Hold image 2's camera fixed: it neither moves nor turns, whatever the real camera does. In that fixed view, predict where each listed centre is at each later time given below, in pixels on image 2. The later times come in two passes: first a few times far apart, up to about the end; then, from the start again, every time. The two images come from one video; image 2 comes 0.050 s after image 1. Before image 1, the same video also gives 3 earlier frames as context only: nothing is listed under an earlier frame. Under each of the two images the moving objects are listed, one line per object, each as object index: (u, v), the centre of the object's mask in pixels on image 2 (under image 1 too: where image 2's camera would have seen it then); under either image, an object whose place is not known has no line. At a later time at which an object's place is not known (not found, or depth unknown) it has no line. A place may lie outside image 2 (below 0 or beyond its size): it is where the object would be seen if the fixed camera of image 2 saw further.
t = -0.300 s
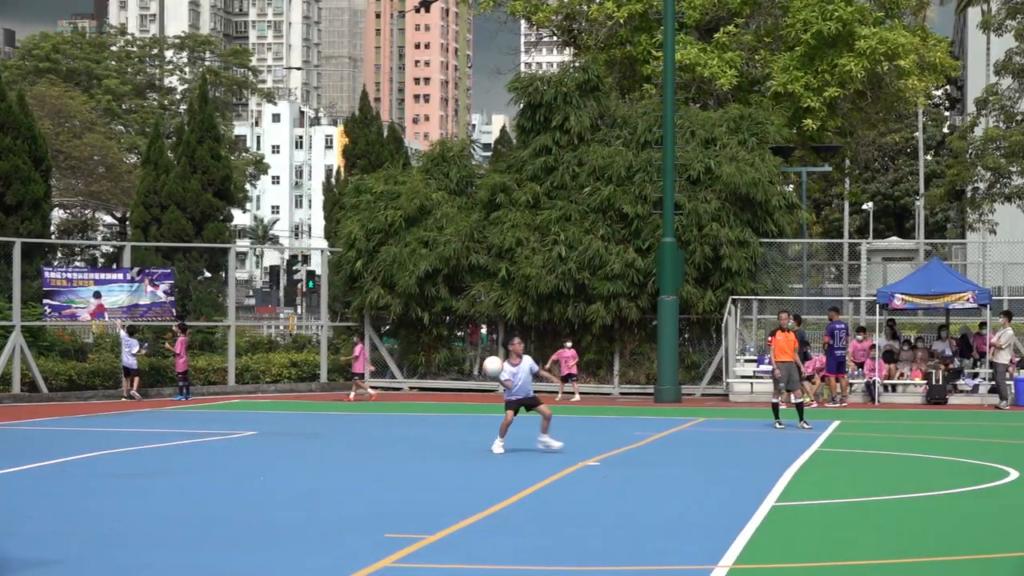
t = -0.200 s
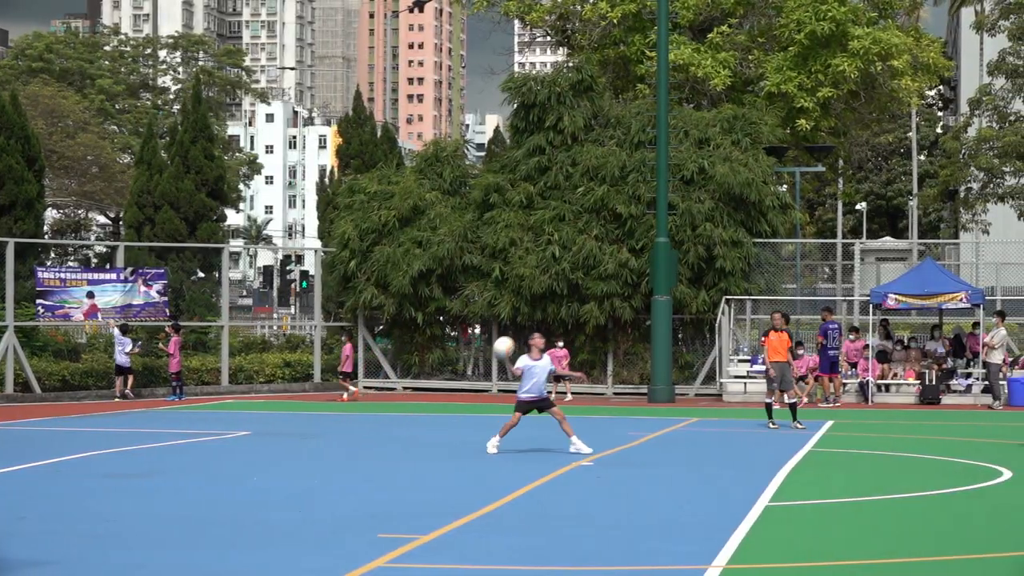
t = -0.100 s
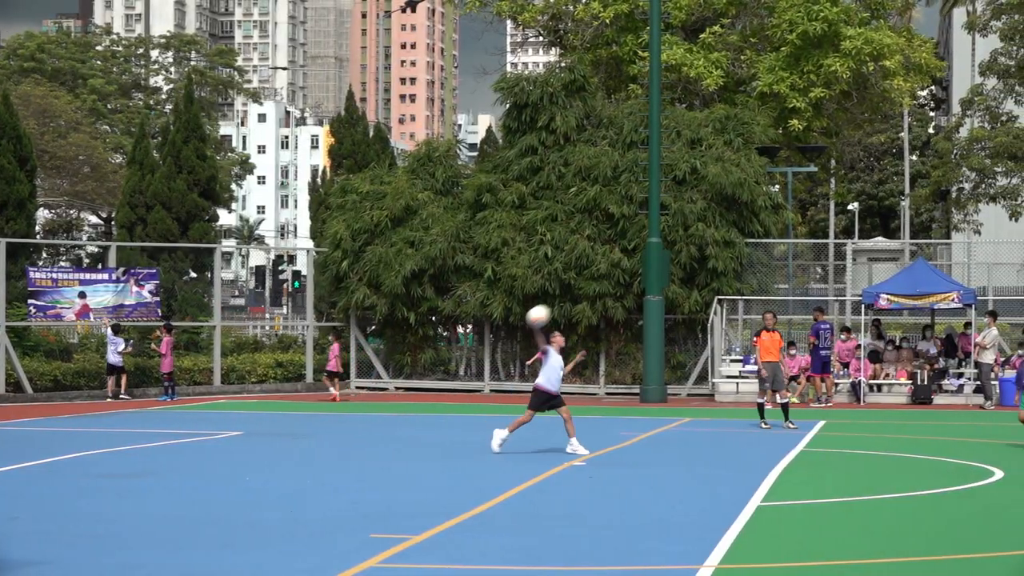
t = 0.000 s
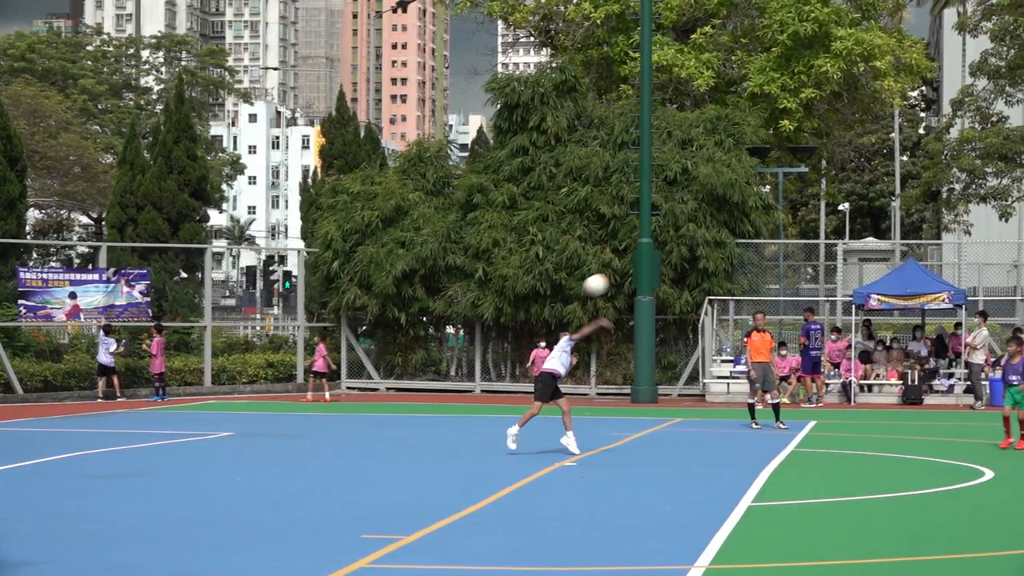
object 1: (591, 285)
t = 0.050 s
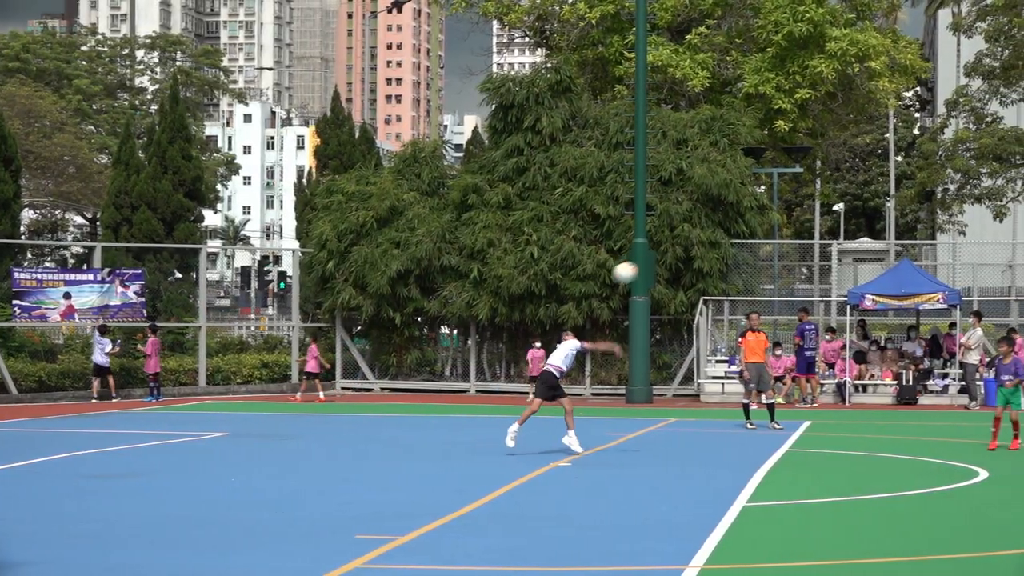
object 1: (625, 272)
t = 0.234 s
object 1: (753, 247)
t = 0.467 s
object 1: (922, 260)
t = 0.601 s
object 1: (1023, 296)
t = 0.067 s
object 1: (637, 269)
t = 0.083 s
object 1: (648, 266)
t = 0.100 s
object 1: (660, 262)
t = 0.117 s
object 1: (671, 260)
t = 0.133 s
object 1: (683, 257)
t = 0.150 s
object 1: (694, 255)
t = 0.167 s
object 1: (706, 252)
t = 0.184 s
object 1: (718, 251)
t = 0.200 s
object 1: (730, 249)
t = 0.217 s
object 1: (741, 248)
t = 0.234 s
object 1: (753, 247)
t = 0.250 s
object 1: (765, 246)
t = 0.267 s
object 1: (777, 245)
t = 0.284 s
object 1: (789, 245)
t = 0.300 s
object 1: (801, 245)
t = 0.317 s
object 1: (813, 245)
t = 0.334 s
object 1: (824, 245)
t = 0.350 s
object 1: (836, 246)
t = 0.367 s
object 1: (848, 247)
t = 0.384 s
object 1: (860, 247)
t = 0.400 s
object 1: (872, 250)
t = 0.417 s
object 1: (884, 252)
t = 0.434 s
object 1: (897, 254)
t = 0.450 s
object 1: (909, 257)
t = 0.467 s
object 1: (922, 260)
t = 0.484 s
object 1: (934, 264)
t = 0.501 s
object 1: (946, 267)
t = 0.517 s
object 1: (960, 271)
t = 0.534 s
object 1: (972, 275)
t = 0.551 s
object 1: (985, 278)
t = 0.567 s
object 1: (998, 284)
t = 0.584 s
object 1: (1010, 290)
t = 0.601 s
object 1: (1023, 296)
